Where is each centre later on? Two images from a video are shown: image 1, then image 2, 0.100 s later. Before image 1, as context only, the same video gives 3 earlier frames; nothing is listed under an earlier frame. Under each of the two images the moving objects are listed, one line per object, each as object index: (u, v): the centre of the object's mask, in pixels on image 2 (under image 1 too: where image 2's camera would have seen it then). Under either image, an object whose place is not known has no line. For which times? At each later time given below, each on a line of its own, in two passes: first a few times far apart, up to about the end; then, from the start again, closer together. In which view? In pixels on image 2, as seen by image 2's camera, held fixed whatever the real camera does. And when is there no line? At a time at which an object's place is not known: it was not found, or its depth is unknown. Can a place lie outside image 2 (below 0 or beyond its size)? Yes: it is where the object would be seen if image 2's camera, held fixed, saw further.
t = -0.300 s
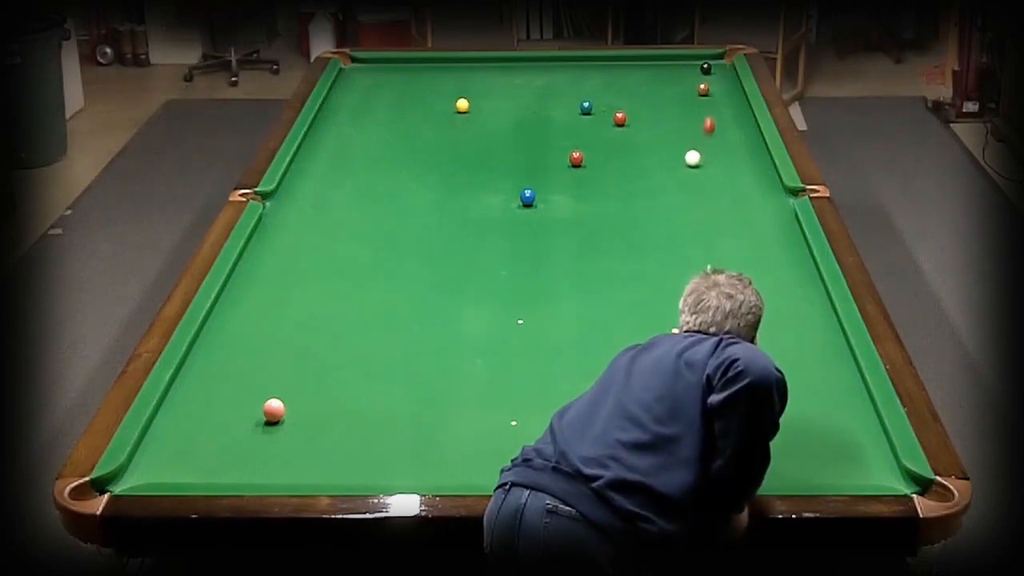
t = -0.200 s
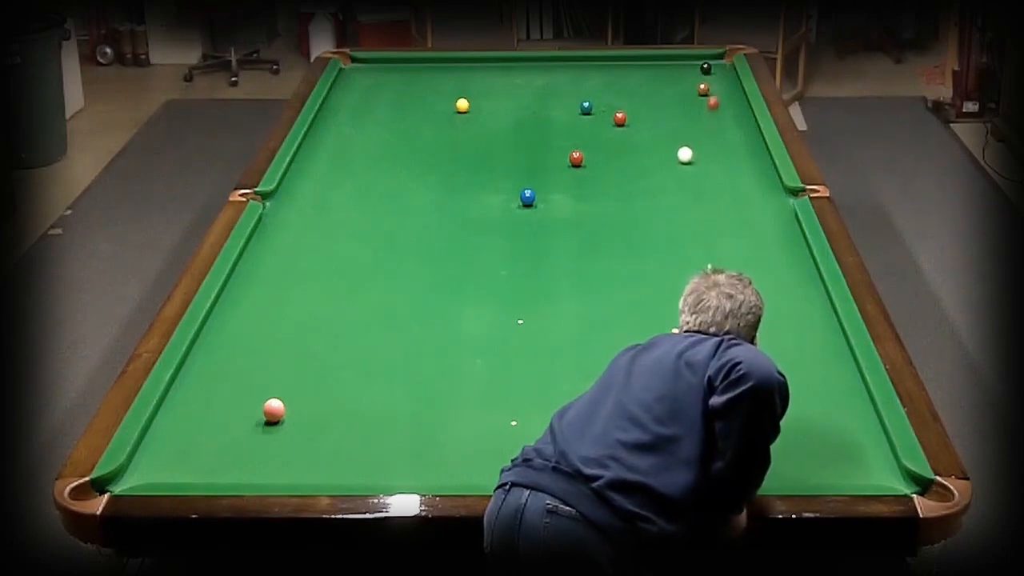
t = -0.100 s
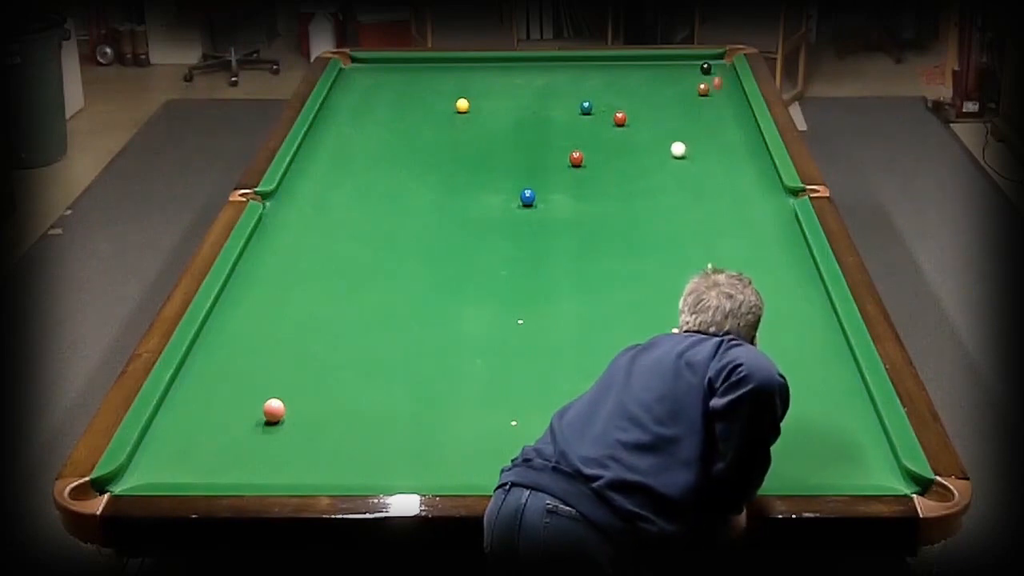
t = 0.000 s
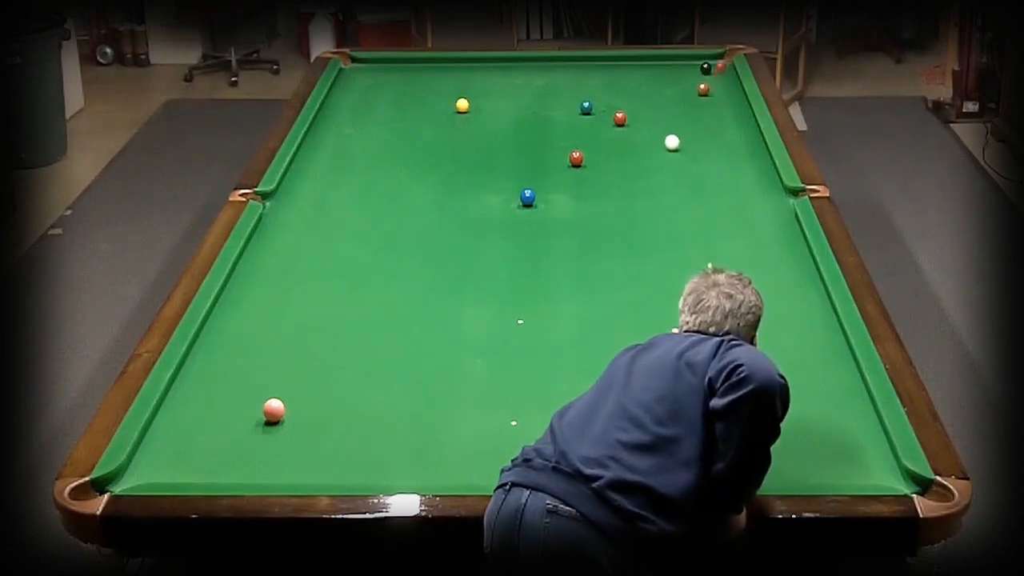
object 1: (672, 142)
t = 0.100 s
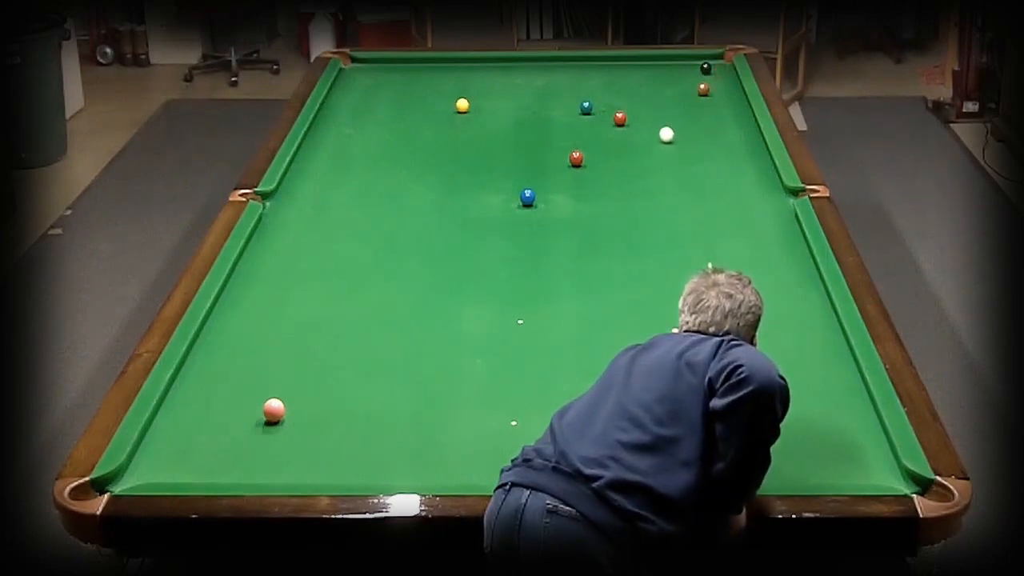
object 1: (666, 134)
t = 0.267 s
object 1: (658, 122)
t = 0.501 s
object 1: (646, 106)
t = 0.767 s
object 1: (635, 89)
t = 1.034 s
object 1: (625, 75)
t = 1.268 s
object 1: (617, 63)
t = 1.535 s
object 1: (611, 62)
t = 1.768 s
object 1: (608, 69)
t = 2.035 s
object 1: (605, 77)
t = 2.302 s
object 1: (601, 85)
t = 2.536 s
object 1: (599, 92)
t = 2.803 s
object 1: (596, 99)
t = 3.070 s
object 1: (596, 105)
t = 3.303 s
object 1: (601, 107)
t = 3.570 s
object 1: (606, 110)
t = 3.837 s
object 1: (610, 111)
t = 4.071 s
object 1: (612, 112)
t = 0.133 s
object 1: (664, 131)
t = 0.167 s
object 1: (663, 129)
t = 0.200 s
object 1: (661, 127)
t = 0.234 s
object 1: (659, 124)
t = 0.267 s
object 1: (658, 122)
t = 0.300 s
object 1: (656, 119)
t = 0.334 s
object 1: (654, 117)
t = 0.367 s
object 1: (653, 115)
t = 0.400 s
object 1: (651, 112)
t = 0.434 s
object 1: (649, 110)
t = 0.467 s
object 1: (648, 108)
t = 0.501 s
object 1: (646, 106)
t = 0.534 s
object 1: (645, 104)
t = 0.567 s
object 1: (643, 101)
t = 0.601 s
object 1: (642, 99)
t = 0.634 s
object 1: (640, 97)
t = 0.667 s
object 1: (639, 95)
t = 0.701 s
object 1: (638, 93)
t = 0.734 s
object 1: (636, 91)
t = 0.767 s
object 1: (635, 89)
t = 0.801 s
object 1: (634, 88)
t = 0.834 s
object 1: (632, 86)
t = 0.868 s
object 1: (631, 84)
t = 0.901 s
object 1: (630, 82)
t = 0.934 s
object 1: (629, 80)
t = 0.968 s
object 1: (627, 78)
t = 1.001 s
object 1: (626, 77)
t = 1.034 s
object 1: (625, 75)
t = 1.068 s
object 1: (624, 73)
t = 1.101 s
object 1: (623, 72)
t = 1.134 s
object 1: (622, 70)
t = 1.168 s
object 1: (621, 68)
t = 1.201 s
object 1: (620, 66)
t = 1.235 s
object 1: (618, 65)
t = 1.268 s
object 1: (617, 63)
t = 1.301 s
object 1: (616, 62)
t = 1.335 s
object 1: (615, 60)
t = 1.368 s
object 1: (614, 58)
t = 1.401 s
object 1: (613, 58)
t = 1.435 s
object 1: (613, 58)
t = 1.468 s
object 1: (612, 59)
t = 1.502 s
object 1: (612, 60)
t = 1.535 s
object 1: (611, 62)
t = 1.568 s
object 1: (611, 63)
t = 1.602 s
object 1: (610, 64)
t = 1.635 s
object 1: (610, 65)
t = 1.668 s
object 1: (609, 66)
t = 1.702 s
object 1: (609, 67)
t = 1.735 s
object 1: (609, 68)
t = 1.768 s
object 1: (608, 69)
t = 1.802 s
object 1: (608, 70)
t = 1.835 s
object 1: (607, 71)
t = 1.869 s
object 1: (607, 72)
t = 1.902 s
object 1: (606, 73)
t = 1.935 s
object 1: (606, 74)
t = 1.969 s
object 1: (605, 75)
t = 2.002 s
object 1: (605, 76)
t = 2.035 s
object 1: (605, 77)
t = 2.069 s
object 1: (604, 78)
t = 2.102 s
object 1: (604, 79)
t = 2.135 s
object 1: (603, 80)
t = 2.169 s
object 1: (603, 81)
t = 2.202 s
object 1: (602, 82)
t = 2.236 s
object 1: (602, 83)
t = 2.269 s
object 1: (602, 84)
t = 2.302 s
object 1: (601, 85)
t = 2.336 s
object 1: (601, 86)
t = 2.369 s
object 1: (601, 87)
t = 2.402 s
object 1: (600, 88)
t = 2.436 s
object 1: (600, 89)
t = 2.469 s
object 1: (599, 90)
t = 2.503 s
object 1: (599, 90)
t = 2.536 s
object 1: (599, 92)
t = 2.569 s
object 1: (598, 93)
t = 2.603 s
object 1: (598, 93)
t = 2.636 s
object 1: (597, 94)
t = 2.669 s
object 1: (597, 95)
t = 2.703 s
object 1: (597, 96)
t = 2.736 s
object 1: (596, 97)
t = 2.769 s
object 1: (596, 98)
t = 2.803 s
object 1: (596, 99)
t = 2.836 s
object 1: (595, 100)
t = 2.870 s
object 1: (595, 100)
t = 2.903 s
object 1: (595, 101)
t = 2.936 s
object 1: (595, 102)
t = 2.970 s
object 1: (595, 103)
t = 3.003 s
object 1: (595, 103)
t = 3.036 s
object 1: (595, 104)
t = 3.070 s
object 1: (596, 105)
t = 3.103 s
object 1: (597, 105)
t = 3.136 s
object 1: (598, 105)
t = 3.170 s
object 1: (598, 106)
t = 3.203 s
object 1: (599, 106)
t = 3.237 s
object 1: (600, 107)
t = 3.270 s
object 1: (600, 107)
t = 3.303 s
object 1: (601, 107)
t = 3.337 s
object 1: (602, 107)
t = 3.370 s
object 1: (602, 108)
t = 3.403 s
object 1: (603, 108)
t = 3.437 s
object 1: (604, 108)
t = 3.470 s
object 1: (604, 109)
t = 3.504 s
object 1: (605, 109)
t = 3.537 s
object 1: (605, 109)
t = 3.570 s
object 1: (606, 110)
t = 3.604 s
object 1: (607, 110)
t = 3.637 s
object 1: (607, 110)
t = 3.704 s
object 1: (608, 110)
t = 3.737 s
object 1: (608, 111)
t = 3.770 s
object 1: (609, 111)
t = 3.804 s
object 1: (609, 111)
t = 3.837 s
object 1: (610, 111)
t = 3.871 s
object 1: (610, 111)
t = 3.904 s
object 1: (610, 112)
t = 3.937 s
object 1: (611, 112)
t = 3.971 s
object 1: (611, 112)
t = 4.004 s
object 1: (611, 112)
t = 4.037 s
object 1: (611, 112)
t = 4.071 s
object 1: (612, 112)
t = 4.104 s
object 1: (612, 112)
